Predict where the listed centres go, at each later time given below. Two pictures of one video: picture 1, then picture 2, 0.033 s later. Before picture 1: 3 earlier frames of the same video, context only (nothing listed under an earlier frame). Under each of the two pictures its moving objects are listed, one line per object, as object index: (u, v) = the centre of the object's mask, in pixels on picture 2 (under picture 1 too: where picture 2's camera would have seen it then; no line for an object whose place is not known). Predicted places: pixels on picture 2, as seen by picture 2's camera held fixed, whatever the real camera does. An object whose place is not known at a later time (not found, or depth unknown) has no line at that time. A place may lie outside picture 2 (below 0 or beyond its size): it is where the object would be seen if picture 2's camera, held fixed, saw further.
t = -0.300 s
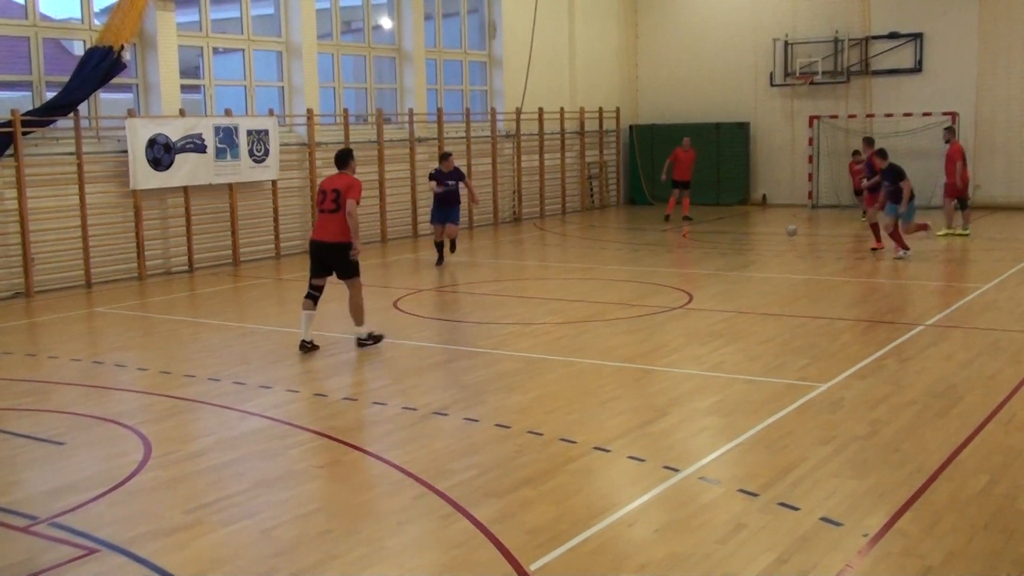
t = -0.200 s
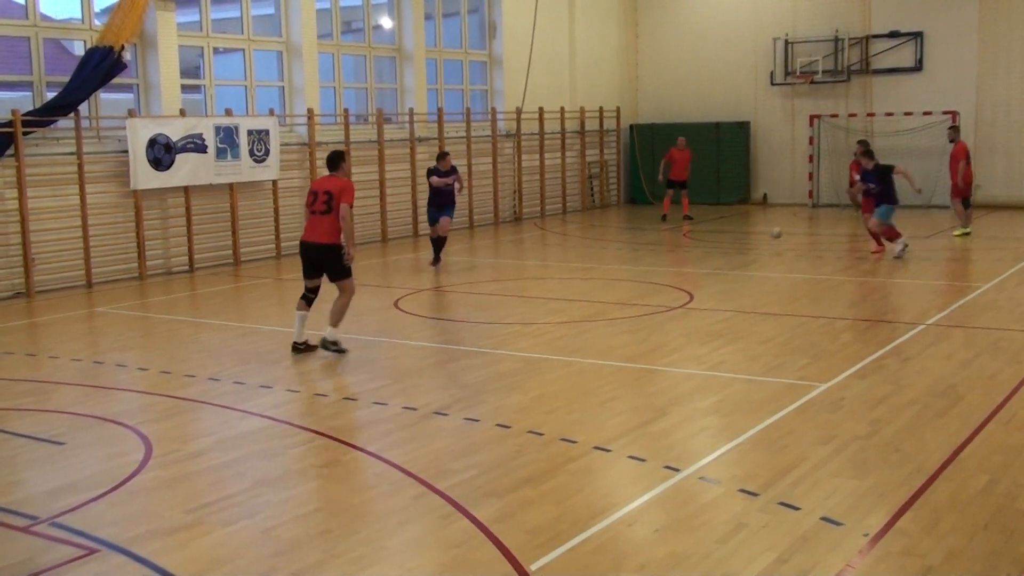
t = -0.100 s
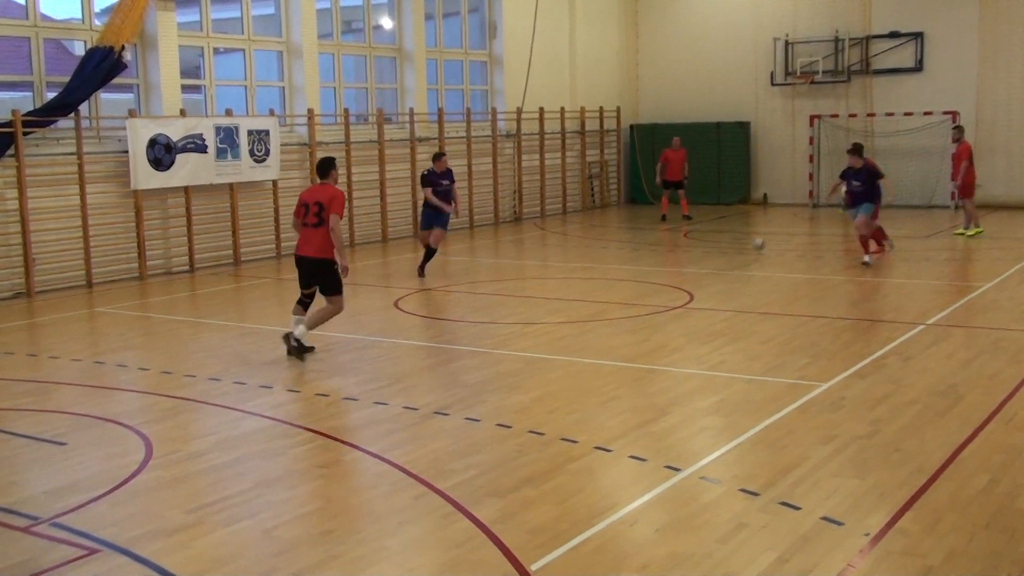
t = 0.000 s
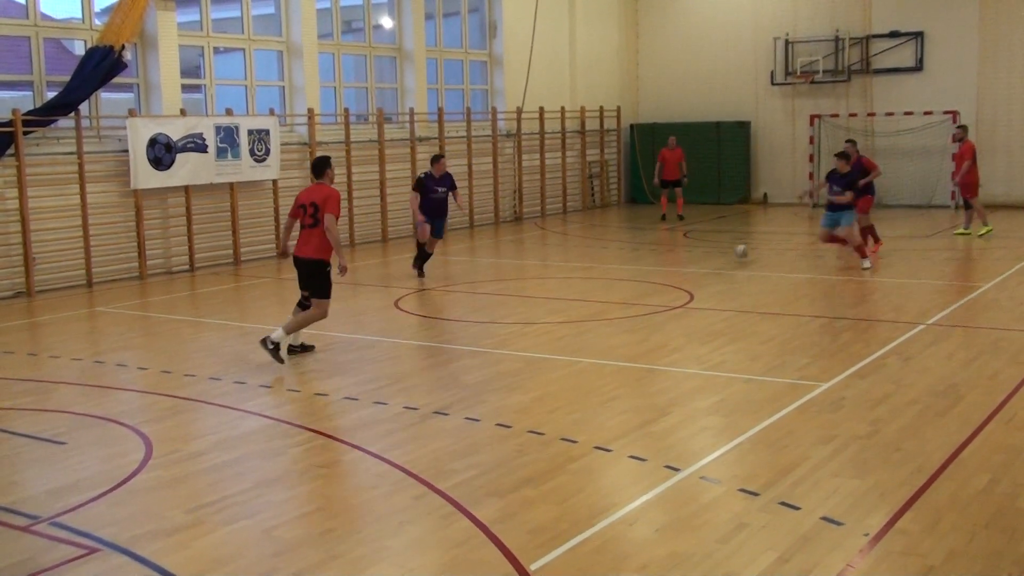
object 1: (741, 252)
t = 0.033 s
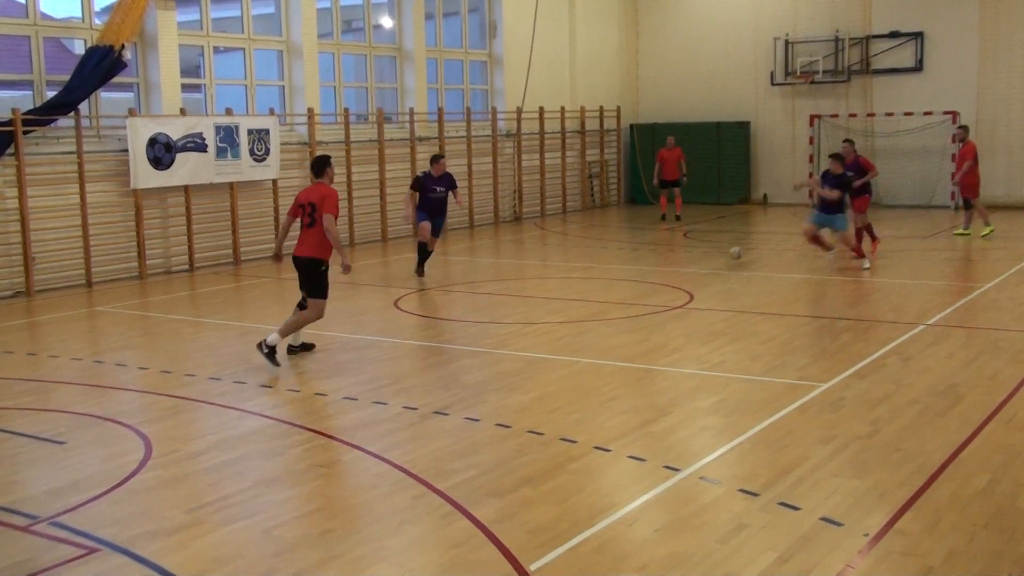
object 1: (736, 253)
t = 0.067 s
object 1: (730, 255)
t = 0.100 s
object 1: (724, 259)
